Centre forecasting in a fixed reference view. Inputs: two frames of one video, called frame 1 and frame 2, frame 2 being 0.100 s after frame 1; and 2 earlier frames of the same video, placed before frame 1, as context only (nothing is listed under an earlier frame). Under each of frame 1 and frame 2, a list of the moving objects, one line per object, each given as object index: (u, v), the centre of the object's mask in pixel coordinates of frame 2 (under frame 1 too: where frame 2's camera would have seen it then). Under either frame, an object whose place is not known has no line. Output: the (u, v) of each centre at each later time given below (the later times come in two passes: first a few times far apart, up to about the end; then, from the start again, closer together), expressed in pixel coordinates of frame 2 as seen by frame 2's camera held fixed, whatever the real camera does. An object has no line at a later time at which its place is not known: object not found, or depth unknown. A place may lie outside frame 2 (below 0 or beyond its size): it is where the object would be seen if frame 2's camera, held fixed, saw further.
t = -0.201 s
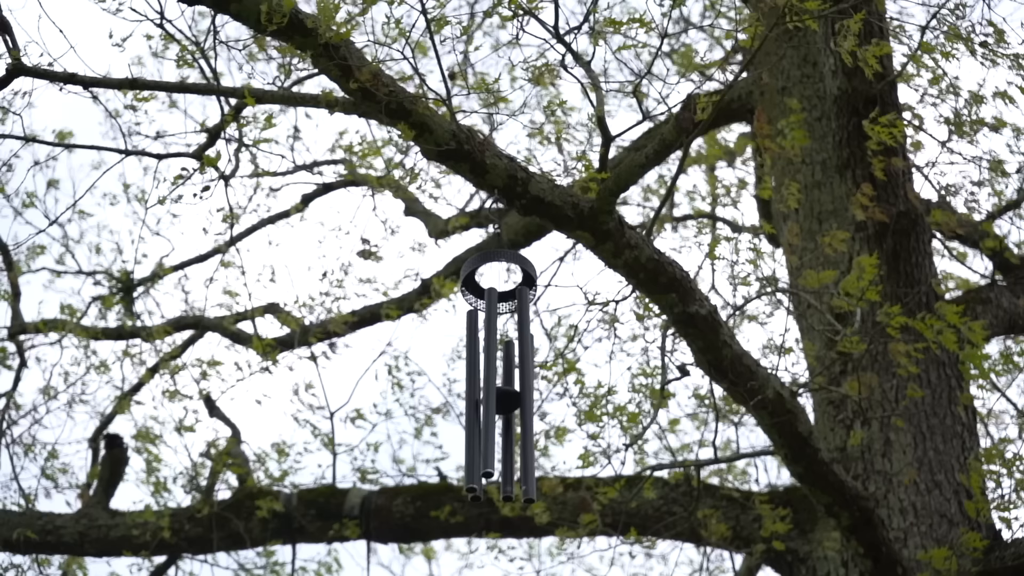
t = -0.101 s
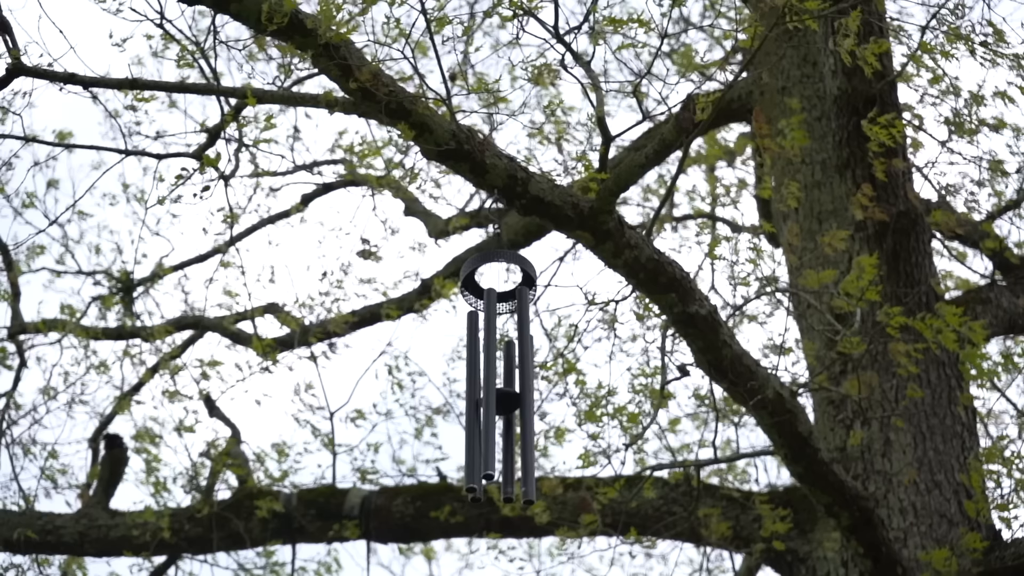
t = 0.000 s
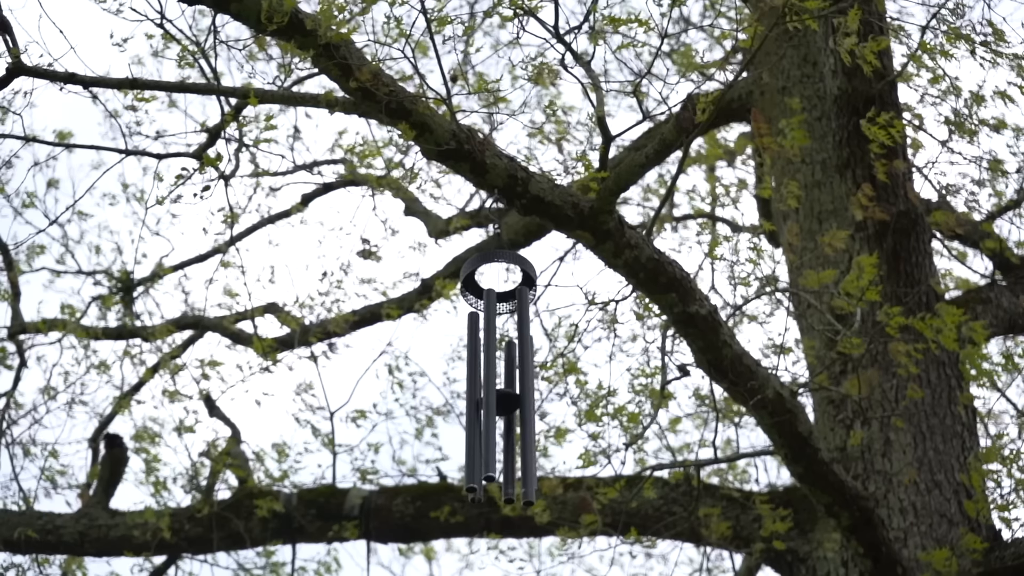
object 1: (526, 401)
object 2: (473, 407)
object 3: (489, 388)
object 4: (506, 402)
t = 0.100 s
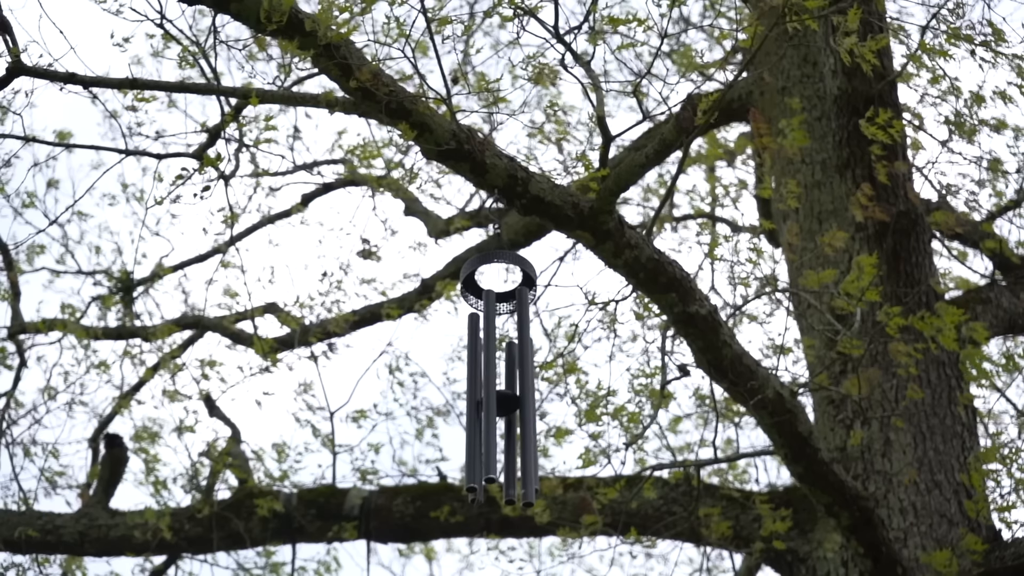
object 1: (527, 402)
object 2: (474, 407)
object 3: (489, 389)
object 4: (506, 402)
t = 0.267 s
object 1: (526, 400)
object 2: (474, 409)
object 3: (490, 391)
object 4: (506, 404)
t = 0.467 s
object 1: (525, 402)
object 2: (474, 410)
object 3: (490, 393)
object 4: (507, 406)
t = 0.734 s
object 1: (525, 404)
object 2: (474, 412)
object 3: (491, 398)
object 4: (507, 409)
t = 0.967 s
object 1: (525, 406)
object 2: (473, 410)
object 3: (492, 402)
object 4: (508, 411)
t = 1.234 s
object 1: (525, 409)
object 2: (473, 411)
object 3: (494, 404)
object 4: (509, 413)
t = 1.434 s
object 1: (525, 411)
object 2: (473, 412)
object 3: (495, 406)
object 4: (510, 415)
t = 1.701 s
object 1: (526, 413)
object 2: (473, 411)
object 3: (497, 407)
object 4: (511, 416)
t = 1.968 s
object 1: (527, 414)
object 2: (474, 412)
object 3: (499, 406)
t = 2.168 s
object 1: (529, 413)
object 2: (475, 412)
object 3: (499, 405)
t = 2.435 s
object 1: (530, 406)
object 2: (476, 411)
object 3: (500, 402)
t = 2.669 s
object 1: (532, 404)
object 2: (477, 409)
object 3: (501, 402)
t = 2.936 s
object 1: (533, 400)
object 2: (478, 411)
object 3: (501, 400)
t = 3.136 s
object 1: (534, 398)
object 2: (479, 412)
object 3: (501, 397)
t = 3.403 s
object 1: (534, 397)
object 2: (479, 411)
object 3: (500, 395)
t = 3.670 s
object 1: (535, 396)
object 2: (480, 409)
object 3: (500, 391)
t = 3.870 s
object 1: (535, 394)
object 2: (479, 408)
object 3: (499, 389)
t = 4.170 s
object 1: (534, 391)
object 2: (478, 408)
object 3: (497, 385)
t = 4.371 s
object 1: (534, 389)
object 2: (476, 405)
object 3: (495, 382)
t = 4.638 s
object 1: (532, 388)
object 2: (475, 403)
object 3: (493, 380)
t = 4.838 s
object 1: (531, 388)
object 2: (475, 403)
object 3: (491, 378)
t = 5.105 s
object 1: (530, 388)
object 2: (473, 400)
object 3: (489, 377)
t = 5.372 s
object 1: (528, 387)
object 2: (472, 397)
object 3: (487, 376)
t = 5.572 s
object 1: (526, 387)
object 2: (471, 396)
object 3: (486, 376)
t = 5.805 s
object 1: (525, 388)
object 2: (471, 394)
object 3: (486, 378)
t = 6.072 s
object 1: (524, 391)
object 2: (470, 394)
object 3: (486, 380)
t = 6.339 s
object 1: (524, 393)
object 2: (469, 393)
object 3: (486, 384)
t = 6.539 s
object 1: (524, 394)
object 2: (470, 394)
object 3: (487, 386)
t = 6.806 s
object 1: (525, 393)
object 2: (471, 395)
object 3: (488, 387)
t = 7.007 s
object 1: (526, 393)
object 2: (472, 398)
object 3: (489, 390)
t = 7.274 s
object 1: (527, 395)
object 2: (474, 401)
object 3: (491, 394)
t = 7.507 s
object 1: (528, 397)
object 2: (476, 406)
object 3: (492, 395)
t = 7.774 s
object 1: (530, 399)
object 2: (477, 406)
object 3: (494, 397)
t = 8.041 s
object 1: (531, 400)
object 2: (479, 407)
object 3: (498, 400)
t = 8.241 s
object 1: (533, 401)
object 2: (479, 409)
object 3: (499, 401)
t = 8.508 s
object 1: (535, 405)
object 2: (481, 411)
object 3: (503, 404)
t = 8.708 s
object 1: (535, 404)
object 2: (481, 413)
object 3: (505, 404)
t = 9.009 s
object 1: (536, 407)
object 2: (483, 413)
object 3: (508, 405)
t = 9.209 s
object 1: (537, 409)
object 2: (483, 416)
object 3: (509, 404)
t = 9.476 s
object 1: (537, 409)
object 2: (484, 417)
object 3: (510, 406)
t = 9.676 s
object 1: (538, 410)
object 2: (484, 419)
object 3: (510, 402)
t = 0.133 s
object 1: (527, 404)
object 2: (474, 408)
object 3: (489, 390)
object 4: (506, 403)
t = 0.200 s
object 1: (526, 400)
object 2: (474, 408)
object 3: (489, 391)
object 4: (506, 404)
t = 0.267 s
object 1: (526, 400)
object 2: (474, 409)
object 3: (490, 391)
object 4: (506, 404)
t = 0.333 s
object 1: (526, 400)
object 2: (474, 409)
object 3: (490, 392)
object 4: (507, 405)
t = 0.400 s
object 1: (525, 401)
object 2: (474, 409)
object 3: (490, 392)
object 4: (507, 406)
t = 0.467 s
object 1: (525, 402)
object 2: (474, 410)
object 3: (490, 393)
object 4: (507, 406)
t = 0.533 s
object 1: (525, 402)
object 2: (474, 410)
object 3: (490, 394)
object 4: (507, 407)
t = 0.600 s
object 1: (525, 403)
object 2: (474, 411)
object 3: (490, 395)
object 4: (507, 408)
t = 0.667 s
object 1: (525, 403)
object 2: (474, 412)
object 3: (491, 396)
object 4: (507, 408)
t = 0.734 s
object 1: (525, 404)
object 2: (474, 412)
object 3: (491, 398)
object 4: (507, 409)
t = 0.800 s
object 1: (525, 404)
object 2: (473, 411)
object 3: (491, 399)
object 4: (507, 410)
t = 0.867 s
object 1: (524, 405)
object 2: (473, 411)
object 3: (492, 400)
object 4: (508, 410)
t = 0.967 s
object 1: (525, 406)
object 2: (473, 410)
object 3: (492, 402)
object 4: (508, 411)
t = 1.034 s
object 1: (524, 408)
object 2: (473, 410)
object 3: (493, 402)
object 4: (508, 412)
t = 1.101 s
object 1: (525, 408)
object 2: (473, 411)
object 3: (493, 402)
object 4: (509, 412)
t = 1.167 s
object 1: (525, 409)
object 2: (473, 411)
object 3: (494, 403)
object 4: (509, 413)
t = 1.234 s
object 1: (525, 409)
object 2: (473, 411)
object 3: (494, 404)
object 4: (509, 413)
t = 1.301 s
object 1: (525, 409)
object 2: (473, 411)
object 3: (495, 403)
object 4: (510, 414)
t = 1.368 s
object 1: (525, 410)
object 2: (473, 412)
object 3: (495, 404)
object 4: (510, 414)
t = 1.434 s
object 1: (525, 411)
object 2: (473, 412)
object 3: (495, 406)
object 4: (510, 415)
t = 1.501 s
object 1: (525, 412)
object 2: (473, 412)
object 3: (496, 405)
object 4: (510, 415)
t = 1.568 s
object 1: (526, 412)
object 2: (473, 412)
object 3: (496, 405)
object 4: (511, 415)
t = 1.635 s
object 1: (526, 412)
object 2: (474, 413)
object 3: (497, 406)
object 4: (511, 416)
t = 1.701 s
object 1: (526, 413)
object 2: (473, 411)
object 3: (497, 407)
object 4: (511, 416)
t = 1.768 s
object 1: (526, 413)
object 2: (474, 412)
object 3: (497, 407)
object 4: (512, 417)
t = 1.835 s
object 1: (527, 414)
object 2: (474, 411)
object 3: (498, 407)
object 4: (512, 417)
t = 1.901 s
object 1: (527, 414)
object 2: (474, 411)
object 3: (498, 406)
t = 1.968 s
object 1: (527, 414)
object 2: (474, 412)
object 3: (499, 406)
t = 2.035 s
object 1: (528, 412)
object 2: (475, 412)
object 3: (499, 406)
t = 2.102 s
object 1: (528, 413)
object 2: (475, 412)
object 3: (499, 405)
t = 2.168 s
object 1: (529, 413)
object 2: (475, 412)
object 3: (499, 405)
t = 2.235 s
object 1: (529, 410)
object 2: (475, 412)
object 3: (500, 405)
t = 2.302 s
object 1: (529, 412)
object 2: (476, 412)
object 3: (500, 404)
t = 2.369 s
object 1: (530, 408)
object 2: (476, 412)
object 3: (500, 403)
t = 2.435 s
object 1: (530, 406)
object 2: (476, 411)
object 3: (500, 402)
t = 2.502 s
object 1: (531, 405)
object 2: (477, 411)
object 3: (501, 402)
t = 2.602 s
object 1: (532, 404)
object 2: (477, 410)
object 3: (501, 402)
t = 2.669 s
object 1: (532, 404)
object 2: (477, 409)
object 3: (501, 402)
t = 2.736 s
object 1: (532, 403)
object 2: (477, 410)
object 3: (501, 401)
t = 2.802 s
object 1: (533, 402)
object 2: (478, 410)
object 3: (501, 400)
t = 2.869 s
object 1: (533, 401)
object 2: (478, 411)
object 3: (501, 399)
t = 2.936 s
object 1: (533, 400)
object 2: (478, 411)
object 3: (501, 400)
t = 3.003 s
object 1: (534, 400)
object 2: (478, 411)
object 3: (501, 399)
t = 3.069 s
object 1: (534, 399)
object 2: (478, 412)
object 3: (501, 398)
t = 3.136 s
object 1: (534, 398)
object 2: (479, 412)
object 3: (501, 397)
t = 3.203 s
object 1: (535, 399)
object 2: (479, 412)
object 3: (501, 397)
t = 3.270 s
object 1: (534, 398)
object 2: (479, 413)
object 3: (501, 396)
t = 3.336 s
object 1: (534, 397)
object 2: (479, 412)
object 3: (501, 396)
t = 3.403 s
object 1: (534, 397)
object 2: (479, 411)
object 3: (500, 395)
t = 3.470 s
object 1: (535, 398)
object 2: (479, 411)
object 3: (500, 394)
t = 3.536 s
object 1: (535, 397)
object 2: (479, 410)
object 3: (500, 393)
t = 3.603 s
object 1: (535, 396)
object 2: (479, 410)
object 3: (500, 393)
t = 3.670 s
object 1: (535, 396)
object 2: (480, 409)
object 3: (500, 391)
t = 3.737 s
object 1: (535, 395)
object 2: (480, 409)
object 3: (499, 391)
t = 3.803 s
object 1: (535, 394)
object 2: (479, 408)
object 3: (499, 391)
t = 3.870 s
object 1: (535, 394)
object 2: (479, 408)
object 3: (499, 389)
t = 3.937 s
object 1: (535, 393)
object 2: (479, 408)
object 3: (498, 388)
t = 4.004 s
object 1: (535, 392)
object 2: (479, 409)
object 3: (498, 387)
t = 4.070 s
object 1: (534, 392)
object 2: (478, 409)
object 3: (498, 387)
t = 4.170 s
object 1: (534, 391)
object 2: (478, 408)
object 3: (497, 385)
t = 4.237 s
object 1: (534, 390)
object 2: (477, 407)
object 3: (497, 385)
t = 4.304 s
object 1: (534, 389)
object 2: (477, 405)
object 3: (496, 383)
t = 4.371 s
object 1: (534, 389)
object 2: (476, 405)
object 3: (495, 382)
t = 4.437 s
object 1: (533, 388)
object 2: (476, 404)
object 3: (495, 382)
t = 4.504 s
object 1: (533, 388)
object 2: (476, 404)
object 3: (494, 382)
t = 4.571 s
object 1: (533, 388)
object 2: (475, 403)
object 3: (494, 381)
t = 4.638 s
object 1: (532, 388)
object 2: (475, 403)
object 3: (493, 380)
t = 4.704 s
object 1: (532, 388)
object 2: (475, 403)
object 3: (492, 380)
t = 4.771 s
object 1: (532, 387)
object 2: (475, 403)
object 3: (492, 379)
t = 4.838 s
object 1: (531, 388)
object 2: (475, 403)
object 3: (491, 378)
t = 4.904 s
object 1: (531, 388)
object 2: (474, 401)
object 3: (491, 377)
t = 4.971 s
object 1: (531, 388)
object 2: (474, 401)
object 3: (490, 377)
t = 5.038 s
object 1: (530, 388)
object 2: (474, 400)
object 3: (490, 376)
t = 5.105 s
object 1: (530, 388)
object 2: (473, 400)
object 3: (489, 377)
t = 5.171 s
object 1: (530, 388)
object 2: (473, 399)
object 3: (488, 376)
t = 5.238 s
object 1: (529, 387)
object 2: (473, 398)
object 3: (488, 376)
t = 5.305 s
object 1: (528, 387)
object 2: (473, 398)
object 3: (488, 376)
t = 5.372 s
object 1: (528, 387)
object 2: (472, 397)
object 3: (487, 376)
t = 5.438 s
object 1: (527, 387)
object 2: (472, 397)
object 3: (487, 376)
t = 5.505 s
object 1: (527, 387)
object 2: (472, 397)
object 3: (487, 376)
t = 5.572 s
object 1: (526, 387)
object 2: (471, 396)
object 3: (486, 376)
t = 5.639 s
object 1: (526, 388)
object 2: (471, 395)
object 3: (486, 376)
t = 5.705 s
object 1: (525, 389)
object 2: (471, 395)
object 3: (486, 377)
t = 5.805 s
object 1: (525, 388)
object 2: (471, 394)
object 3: (486, 378)
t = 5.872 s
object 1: (524, 390)
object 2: (470, 395)
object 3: (485, 379)
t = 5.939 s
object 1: (524, 390)
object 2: (470, 395)
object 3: (485, 379)
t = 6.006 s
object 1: (524, 390)
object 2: (470, 394)
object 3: (485, 380)
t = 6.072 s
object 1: (524, 391)
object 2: (470, 394)
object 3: (486, 380)
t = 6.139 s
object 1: (524, 391)
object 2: (470, 394)
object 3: (485, 381)
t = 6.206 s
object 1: (524, 392)
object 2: (469, 393)
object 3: (486, 382)
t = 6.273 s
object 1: (524, 392)
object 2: (469, 393)
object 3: (486, 383)
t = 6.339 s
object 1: (524, 393)
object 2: (469, 393)
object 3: (486, 384)
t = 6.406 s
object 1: (524, 394)
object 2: (470, 393)
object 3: (487, 384)
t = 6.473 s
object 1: (524, 394)
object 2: (470, 393)
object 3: (487, 385)
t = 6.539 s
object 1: (524, 394)
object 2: (470, 394)
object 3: (487, 386)
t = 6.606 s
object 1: (525, 394)
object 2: (470, 394)
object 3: (487, 387)
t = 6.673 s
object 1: (525, 393)
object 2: (470, 394)
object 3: (487, 387)
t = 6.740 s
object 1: (525, 394)
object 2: (471, 395)
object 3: (488, 388)
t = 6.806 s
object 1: (525, 393)
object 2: (471, 395)
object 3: (488, 387)
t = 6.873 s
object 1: (526, 393)
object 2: (471, 396)
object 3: (489, 388)
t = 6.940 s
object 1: (526, 393)
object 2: (472, 398)
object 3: (489, 389)
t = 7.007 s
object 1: (526, 393)
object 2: (472, 398)
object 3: (489, 390)
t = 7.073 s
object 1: (526, 393)
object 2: (473, 399)
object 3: (489, 392)
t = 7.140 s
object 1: (527, 394)
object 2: (474, 399)
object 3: (490, 392)
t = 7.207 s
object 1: (527, 394)
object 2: (474, 400)
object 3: (490, 392)
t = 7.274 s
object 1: (527, 395)
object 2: (474, 401)
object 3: (491, 394)
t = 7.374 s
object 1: (528, 396)
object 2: (474, 401)
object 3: (491, 395)
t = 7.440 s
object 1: (528, 396)
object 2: (476, 404)
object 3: (492, 395)
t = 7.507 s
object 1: (528, 397)
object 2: (476, 406)
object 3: (492, 395)
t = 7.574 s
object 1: (529, 398)
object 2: (477, 405)
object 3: (493, 394)
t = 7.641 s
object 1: (529, 398)
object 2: (477, 405)
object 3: (494, 395)
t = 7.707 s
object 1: (530, 398)
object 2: (477, 405)
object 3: (494, 396)
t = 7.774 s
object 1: (530, 399)
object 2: (477, 406)
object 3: (494, 397)
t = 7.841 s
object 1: (530, 400)
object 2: (478, 406)
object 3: (495, 397)
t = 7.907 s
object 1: (531, 400)
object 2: (478, 406)
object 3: (496, 398)
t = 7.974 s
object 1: (531, 400)
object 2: (478, 407)
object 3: (497, 399)
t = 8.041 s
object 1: (531, 400)
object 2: (479, 407)
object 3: (498, 400)
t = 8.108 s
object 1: (532, 401)
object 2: (479, 408)
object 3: (498, 400)
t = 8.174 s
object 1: (532, 401)
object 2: (479, 409)
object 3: (499, 400)
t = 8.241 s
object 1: (533, 401)
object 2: (479, 409)
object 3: (499, 401)
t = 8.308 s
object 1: (533, 401)
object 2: (480, 409)
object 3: (500, 402)
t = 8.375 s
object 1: (534, 402)
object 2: (480, 410)
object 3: (501, 404)
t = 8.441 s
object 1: (534, 404)
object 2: (480, 410)
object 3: (502, 404)
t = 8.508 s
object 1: (535, 405)
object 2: (481, 411)
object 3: (503, 404)
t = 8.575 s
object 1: (535, 405)
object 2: (481, 412)
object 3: (503, 404)
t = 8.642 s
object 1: (535, 405)
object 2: (481, 412)
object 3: (504, 404)
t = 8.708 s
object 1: (535, 404)
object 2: (481, 413)
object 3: (505, 404)
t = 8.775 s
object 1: (536, 405)
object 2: (481, 414)
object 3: (505, 405)
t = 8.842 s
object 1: (536, 405)
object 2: (482, 415)
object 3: (506, 404)
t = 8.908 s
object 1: (536, 406)
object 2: (482, 415)
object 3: (506, 404)
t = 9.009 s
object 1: (536, 407)
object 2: (483, 413)
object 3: (508, 405)
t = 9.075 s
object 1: (537, 408)
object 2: (483, 414)
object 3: (508, 405)
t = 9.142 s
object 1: (537, 408)
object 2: (483, 415)
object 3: (508, 404)
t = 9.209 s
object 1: (537, 409)
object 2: (483, 416)
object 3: (509, 404)
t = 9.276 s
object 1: (537, 410)
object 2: (484, 417)
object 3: (509, 404)
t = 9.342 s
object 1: (537, 410)
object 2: (484, 418)
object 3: (509, 404)
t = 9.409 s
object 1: (537, 409)
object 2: (484, 417)
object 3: (510, 404)
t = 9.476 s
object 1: (537, 409)
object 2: (484, 417)
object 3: (510, 406)
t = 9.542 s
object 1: (538, 409)
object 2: (484, 418)
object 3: (510, 403)
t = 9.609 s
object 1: (538, 410)
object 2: (484, 418)
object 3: (510, 402)
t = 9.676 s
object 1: (538, 410)
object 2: (484, 419)
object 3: (510, 402)
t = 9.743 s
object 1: (538, 410)
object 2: (484, 419)
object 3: (510, 401)
